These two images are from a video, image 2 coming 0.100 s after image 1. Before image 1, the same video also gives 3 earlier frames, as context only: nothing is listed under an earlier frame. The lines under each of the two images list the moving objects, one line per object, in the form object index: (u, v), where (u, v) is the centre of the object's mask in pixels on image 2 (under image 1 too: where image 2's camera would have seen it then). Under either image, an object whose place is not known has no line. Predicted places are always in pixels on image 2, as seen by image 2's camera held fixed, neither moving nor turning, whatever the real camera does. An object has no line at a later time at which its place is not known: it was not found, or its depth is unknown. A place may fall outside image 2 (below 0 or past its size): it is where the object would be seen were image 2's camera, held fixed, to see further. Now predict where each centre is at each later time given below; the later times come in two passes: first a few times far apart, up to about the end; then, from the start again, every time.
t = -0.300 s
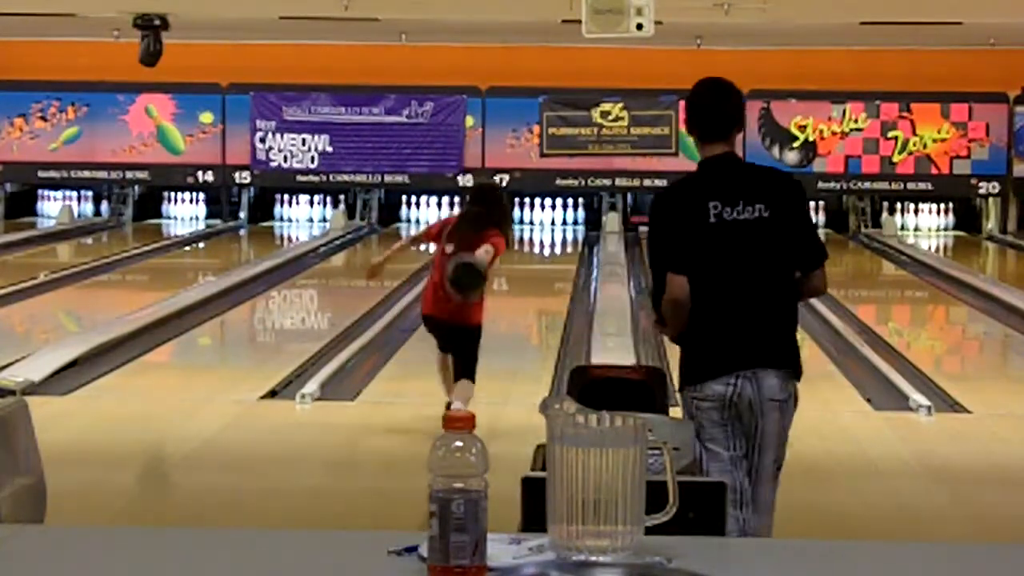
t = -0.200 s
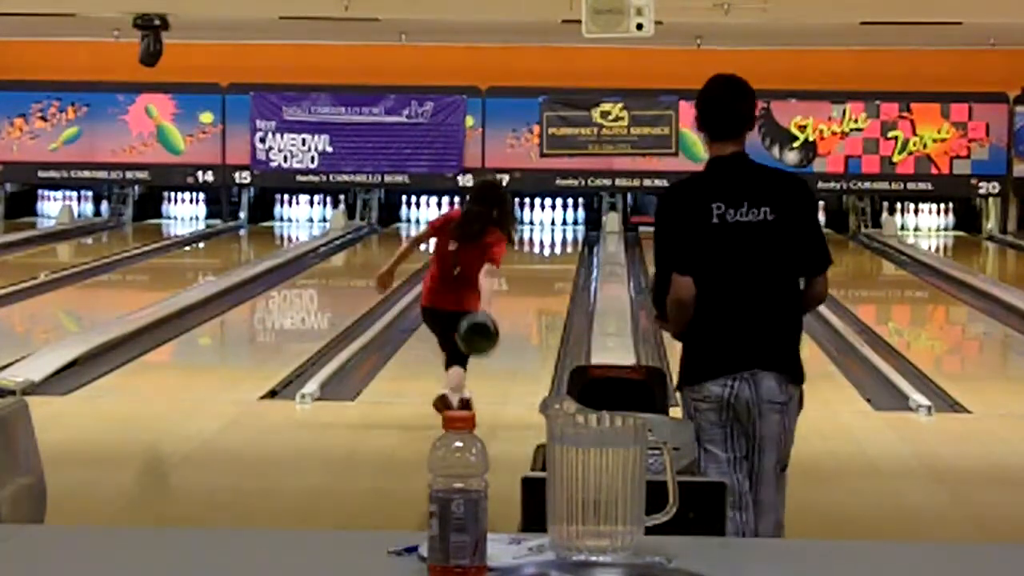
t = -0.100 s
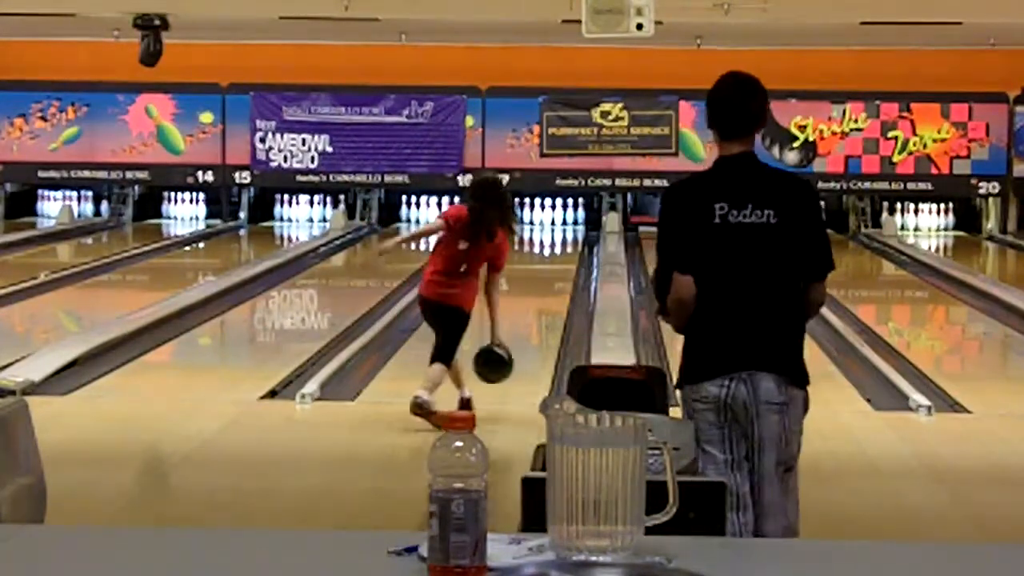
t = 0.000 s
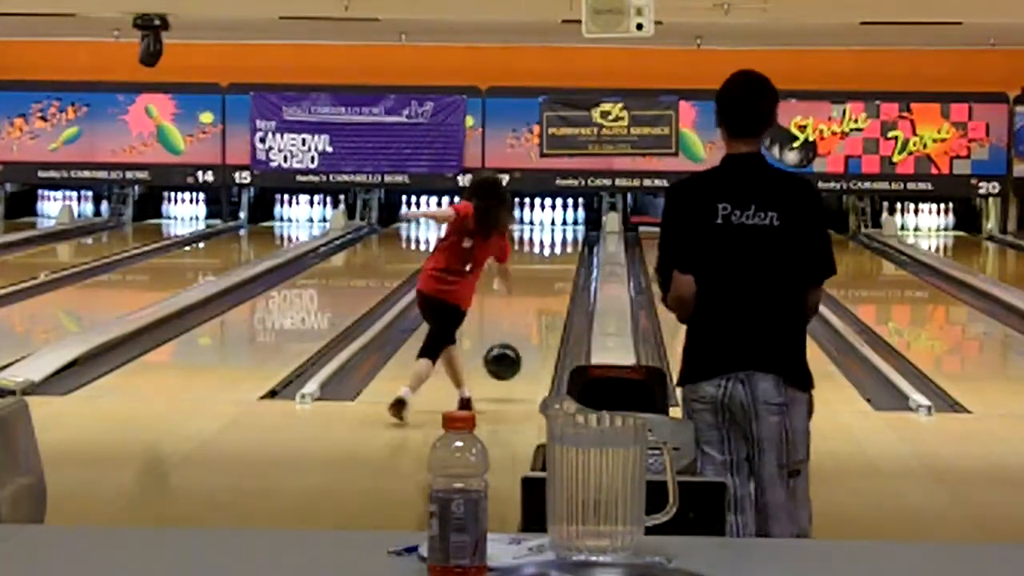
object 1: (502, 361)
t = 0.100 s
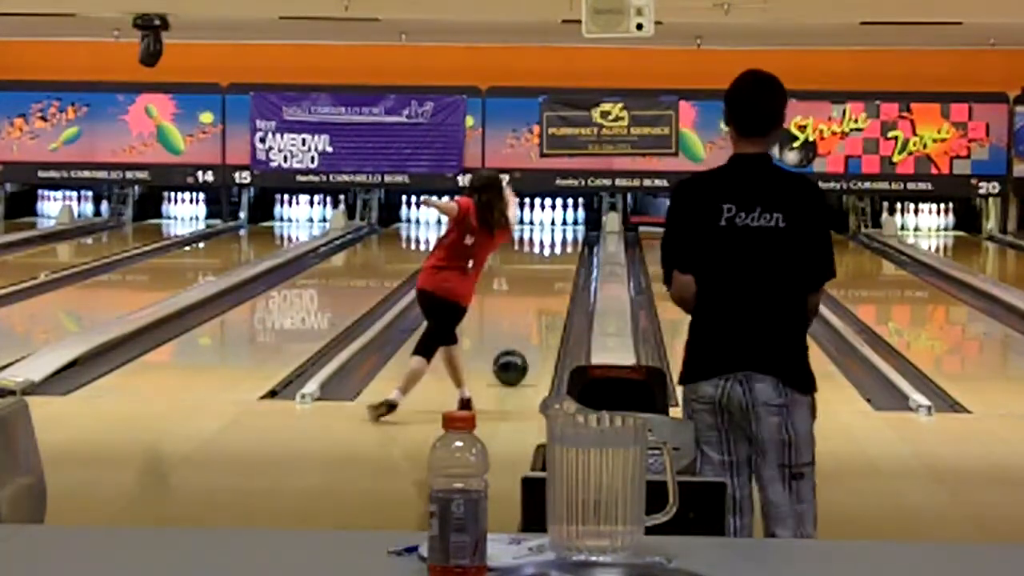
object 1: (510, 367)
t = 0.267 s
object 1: (520, 347)
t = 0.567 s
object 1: (534, 317)
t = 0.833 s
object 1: (542, 296)
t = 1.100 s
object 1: (548, 280)
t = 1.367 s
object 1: (551, 266)
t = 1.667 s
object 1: (552, 253)
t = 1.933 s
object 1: (552, 245)
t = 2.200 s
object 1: (550, 237)
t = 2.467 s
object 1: (546, 231)
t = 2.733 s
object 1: (539, 226)
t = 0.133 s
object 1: (512, 362)
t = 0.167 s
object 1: (514, 359)
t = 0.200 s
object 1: (516, 354)
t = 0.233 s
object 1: (518, 350)
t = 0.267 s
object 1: (520, 347)
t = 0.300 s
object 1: (522, 343)
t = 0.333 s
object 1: (524, 339)
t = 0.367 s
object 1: (525, 336)
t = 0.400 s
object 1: (527, 332)
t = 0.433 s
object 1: (528, 329)
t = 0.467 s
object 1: (530, 326)
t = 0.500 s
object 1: (532, 322)
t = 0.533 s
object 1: (533, 320)
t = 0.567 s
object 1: (534, 317)
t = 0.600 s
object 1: (535, 314)
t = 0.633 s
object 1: (536, 311)
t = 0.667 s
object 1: (537, 308)
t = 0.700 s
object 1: (539, 305)
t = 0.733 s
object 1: (539, 303)
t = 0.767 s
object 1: (540, 300)
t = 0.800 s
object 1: (541, 298)
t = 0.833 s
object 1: (542, 296)
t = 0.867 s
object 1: (543, 293)
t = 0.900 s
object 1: (544, 292)
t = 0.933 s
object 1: (545, 289)
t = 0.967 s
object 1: (545, 287)
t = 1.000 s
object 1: (547, 285)
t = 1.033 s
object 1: (547, 283)
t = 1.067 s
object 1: (547, 282)
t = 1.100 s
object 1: (548, 280)
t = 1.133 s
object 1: (549, 278)
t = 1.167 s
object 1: (549, 276)
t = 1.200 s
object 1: (549, 274)
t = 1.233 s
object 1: (550, 273)
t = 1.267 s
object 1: (550, 272)
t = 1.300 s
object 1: (551, 270)
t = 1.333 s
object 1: (551, 267)
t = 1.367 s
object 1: (551, 266)
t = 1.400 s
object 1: (552, 265)
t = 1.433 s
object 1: (552, 264)
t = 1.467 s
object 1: (552, 262)
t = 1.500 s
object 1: (553, 259)
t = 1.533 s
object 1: (556, 261)
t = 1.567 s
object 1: (553, 259)
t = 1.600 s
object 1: (552, 256)
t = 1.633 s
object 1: (552, 255)
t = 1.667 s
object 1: (552, 253)
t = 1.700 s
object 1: (552, 252)
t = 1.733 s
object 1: (552, 252)
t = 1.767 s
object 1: (552, 250)
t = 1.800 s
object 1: (552, 249)
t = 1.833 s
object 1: (552, 248)
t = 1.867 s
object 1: (552, 247)
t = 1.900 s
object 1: (552, 246)
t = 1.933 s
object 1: (552, 245)
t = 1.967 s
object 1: (552, 244)
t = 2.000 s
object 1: (552, 243)
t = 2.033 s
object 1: (551, 242)
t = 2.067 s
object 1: (551, 241)
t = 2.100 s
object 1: (551, 240)
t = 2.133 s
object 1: (551, 239)
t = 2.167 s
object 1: (550, 238)
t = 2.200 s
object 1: (550, 237)
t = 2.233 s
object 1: (549, 237)
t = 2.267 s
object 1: (549, 236)
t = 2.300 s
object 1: (549, 234)
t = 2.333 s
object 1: (549, 234)
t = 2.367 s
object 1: (548, 233)
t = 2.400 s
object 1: (547, 233)
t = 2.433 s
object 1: (547, 232)
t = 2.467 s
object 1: (546, 231)
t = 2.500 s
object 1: (546, 231)
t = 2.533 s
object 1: (544, 229)
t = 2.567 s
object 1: (544, 229)
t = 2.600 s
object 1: (543, 228)
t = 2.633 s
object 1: (542, 227)
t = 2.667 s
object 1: (541, 227)
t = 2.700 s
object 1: (540, 226)
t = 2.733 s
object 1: (539, 226)
